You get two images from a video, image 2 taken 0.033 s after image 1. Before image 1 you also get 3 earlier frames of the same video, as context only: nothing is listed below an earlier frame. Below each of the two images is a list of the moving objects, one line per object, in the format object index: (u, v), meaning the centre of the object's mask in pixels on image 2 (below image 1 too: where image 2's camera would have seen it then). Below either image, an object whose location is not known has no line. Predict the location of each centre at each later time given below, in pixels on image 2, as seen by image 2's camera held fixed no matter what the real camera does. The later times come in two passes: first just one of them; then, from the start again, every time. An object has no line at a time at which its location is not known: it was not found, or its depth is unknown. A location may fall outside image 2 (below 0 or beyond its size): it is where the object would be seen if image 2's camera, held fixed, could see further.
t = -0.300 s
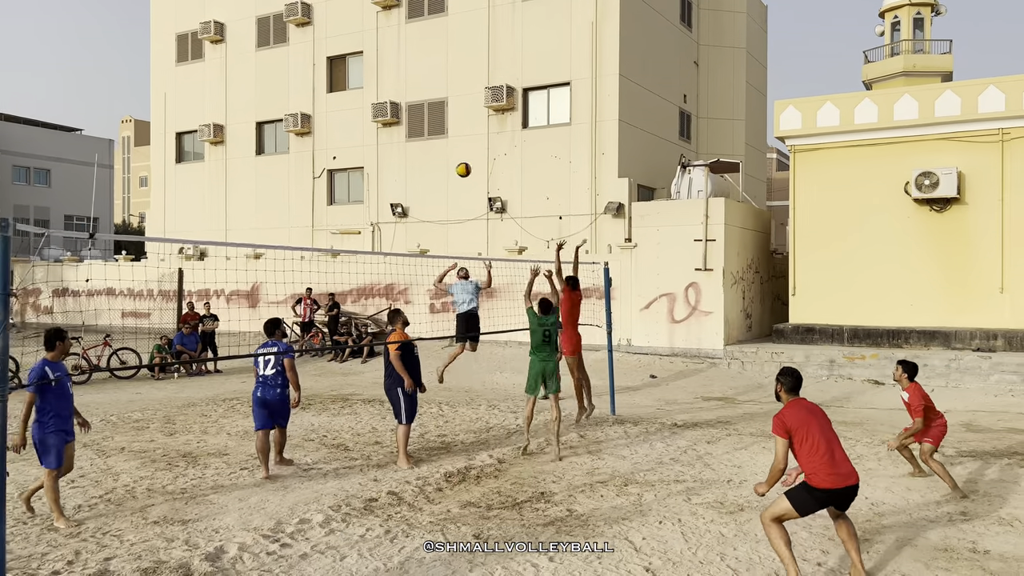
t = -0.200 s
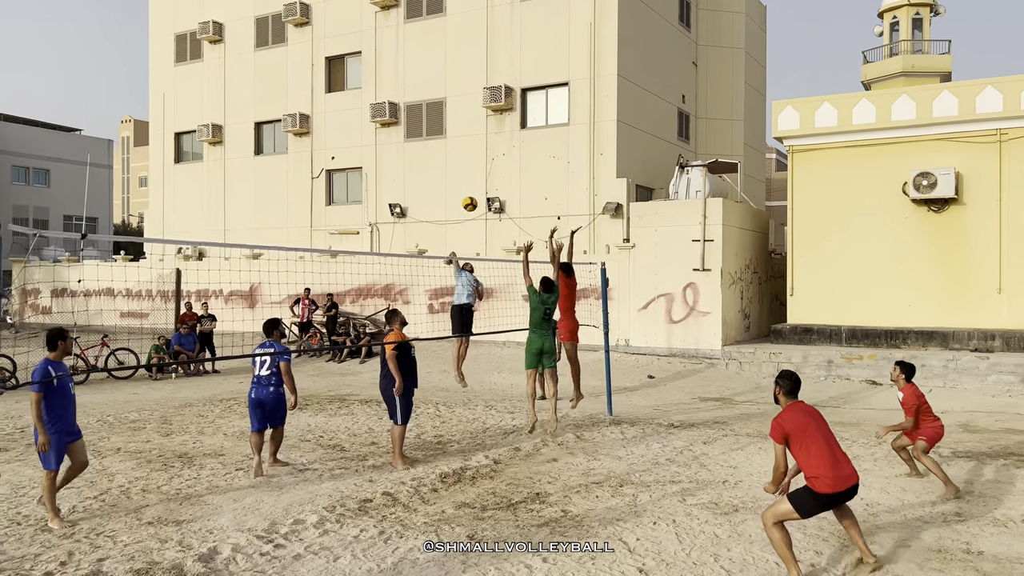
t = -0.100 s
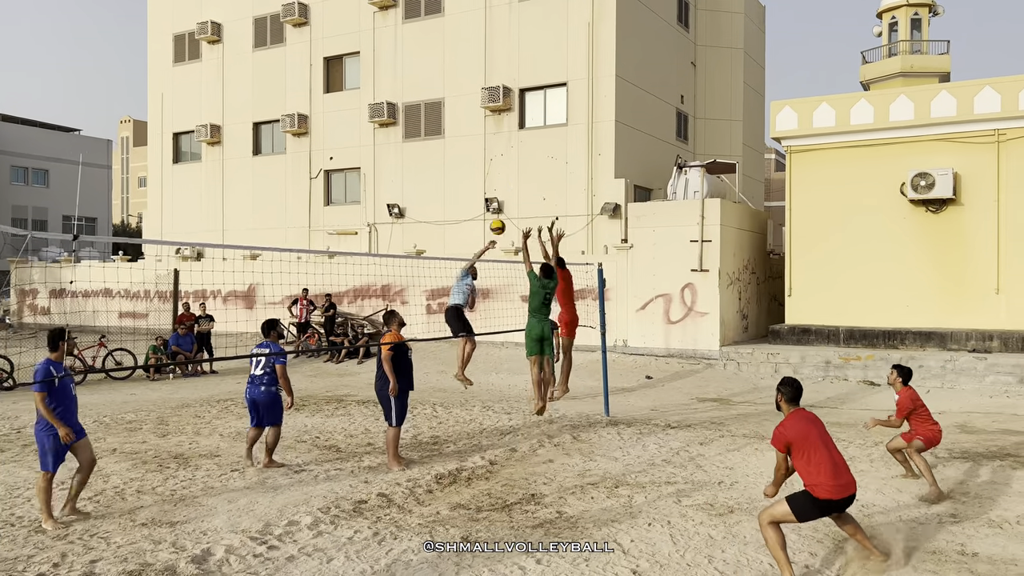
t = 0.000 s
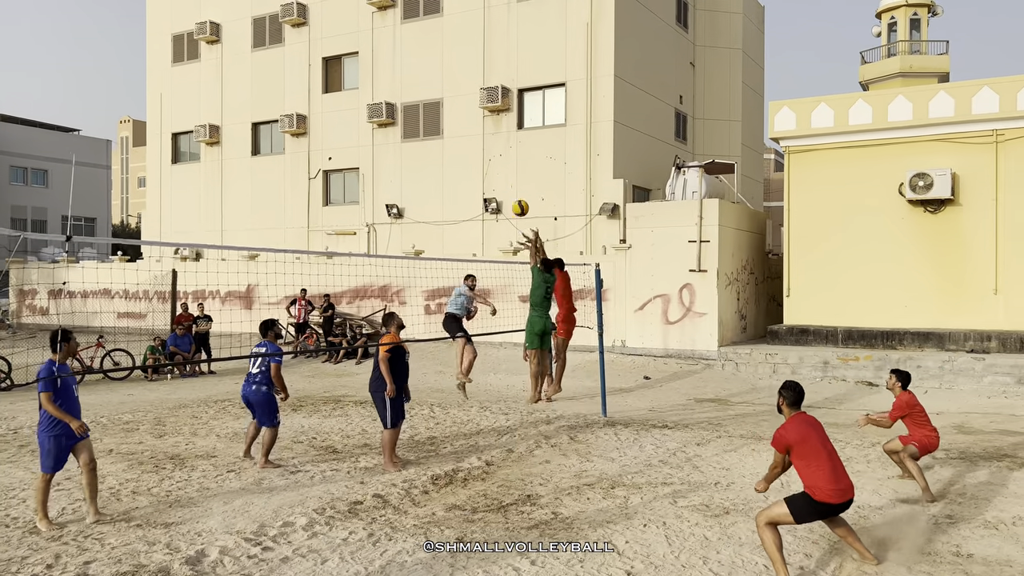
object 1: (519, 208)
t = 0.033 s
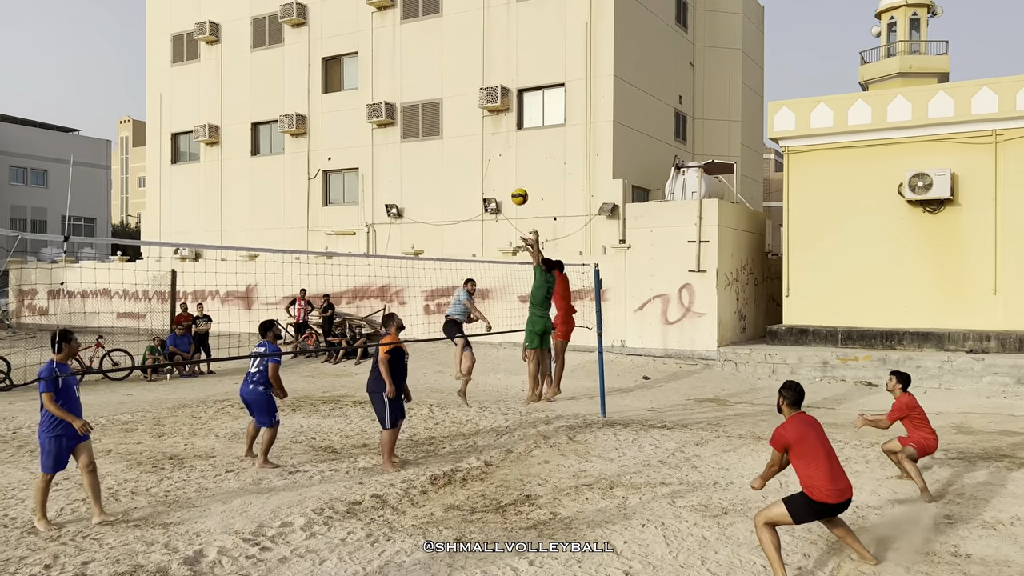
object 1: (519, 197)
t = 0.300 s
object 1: (515, 130)
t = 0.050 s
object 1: (519, 191)
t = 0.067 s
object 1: (519, 186)
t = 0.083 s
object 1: (519, 180)
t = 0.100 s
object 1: (519, 175)
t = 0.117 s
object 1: (519, 170)
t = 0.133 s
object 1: (518, 166)
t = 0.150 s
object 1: (518, 161)
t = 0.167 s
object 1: (517, 157)
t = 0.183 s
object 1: (517, 153)
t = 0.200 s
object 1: (517, 149)
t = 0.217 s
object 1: (517, 146)
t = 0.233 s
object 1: (516, 142)
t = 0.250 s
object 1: (516, 139)
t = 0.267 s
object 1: (516, 136)
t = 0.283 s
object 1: (515, 133)
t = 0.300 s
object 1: (515, 130)
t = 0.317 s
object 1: (515, 128)
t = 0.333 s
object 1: (514, 126)
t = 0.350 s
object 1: (514, 124)
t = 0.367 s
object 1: (514, 122)
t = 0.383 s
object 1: (513, 120)
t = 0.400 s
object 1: (512, 120)
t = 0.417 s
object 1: (512, 118)
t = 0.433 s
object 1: (512, 117)
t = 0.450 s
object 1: (512, 117)
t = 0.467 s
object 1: (512, 117)
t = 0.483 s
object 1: (511, 116)
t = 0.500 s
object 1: (511, 117)
